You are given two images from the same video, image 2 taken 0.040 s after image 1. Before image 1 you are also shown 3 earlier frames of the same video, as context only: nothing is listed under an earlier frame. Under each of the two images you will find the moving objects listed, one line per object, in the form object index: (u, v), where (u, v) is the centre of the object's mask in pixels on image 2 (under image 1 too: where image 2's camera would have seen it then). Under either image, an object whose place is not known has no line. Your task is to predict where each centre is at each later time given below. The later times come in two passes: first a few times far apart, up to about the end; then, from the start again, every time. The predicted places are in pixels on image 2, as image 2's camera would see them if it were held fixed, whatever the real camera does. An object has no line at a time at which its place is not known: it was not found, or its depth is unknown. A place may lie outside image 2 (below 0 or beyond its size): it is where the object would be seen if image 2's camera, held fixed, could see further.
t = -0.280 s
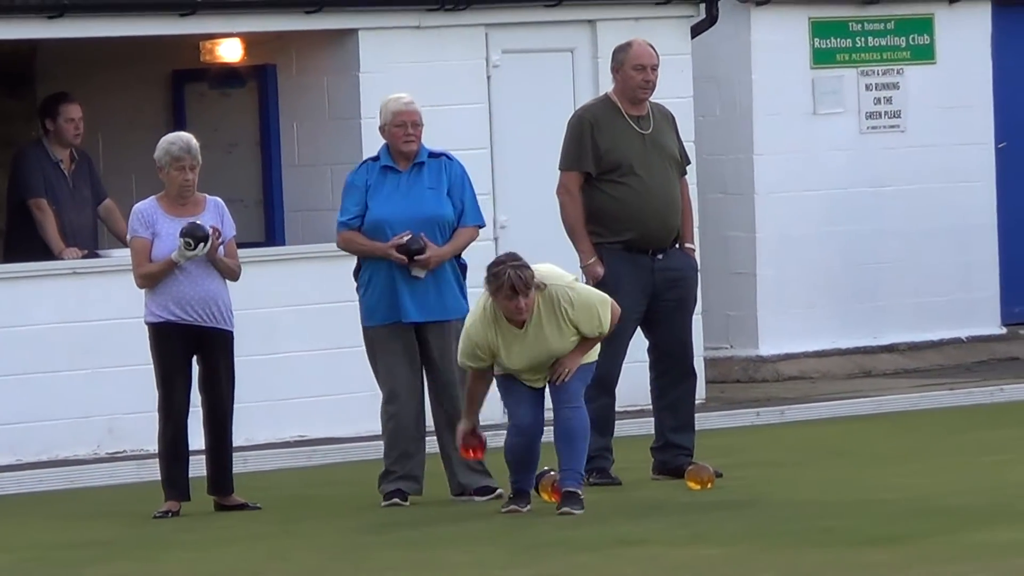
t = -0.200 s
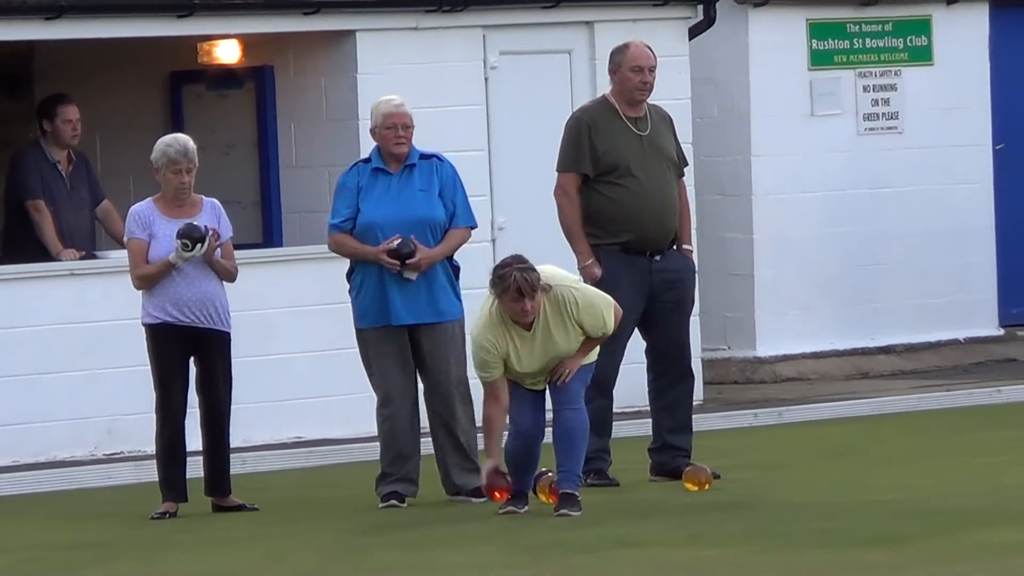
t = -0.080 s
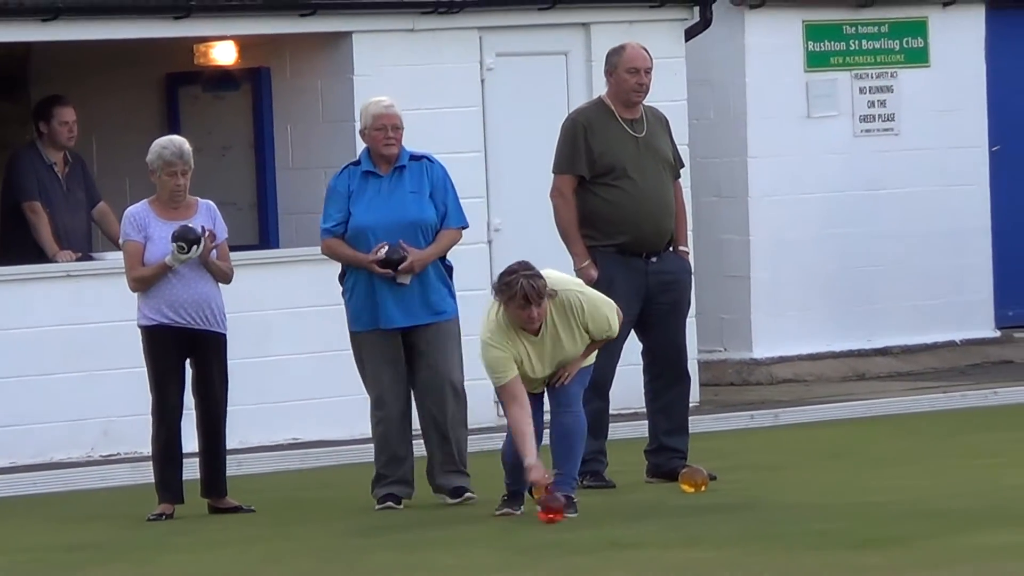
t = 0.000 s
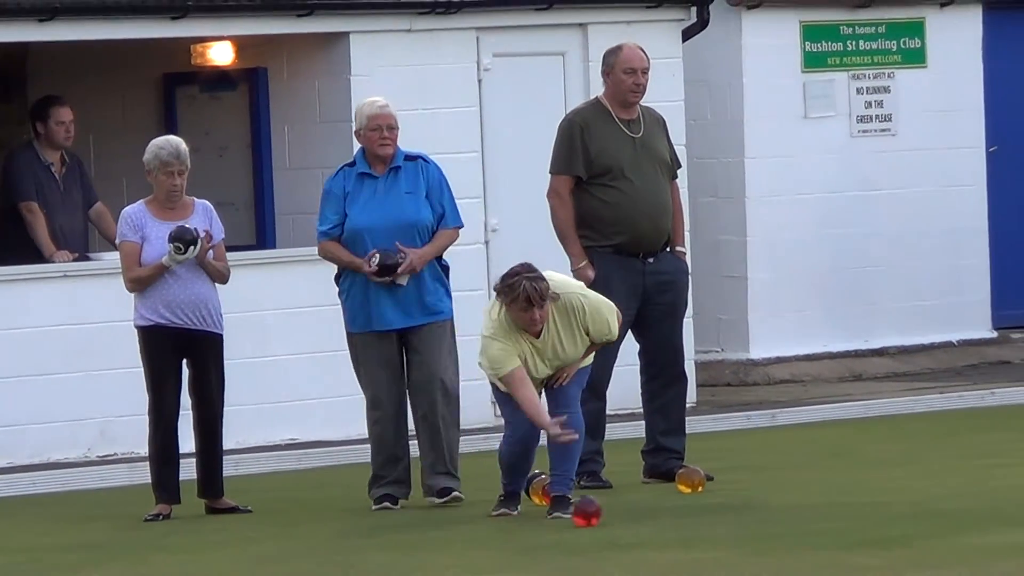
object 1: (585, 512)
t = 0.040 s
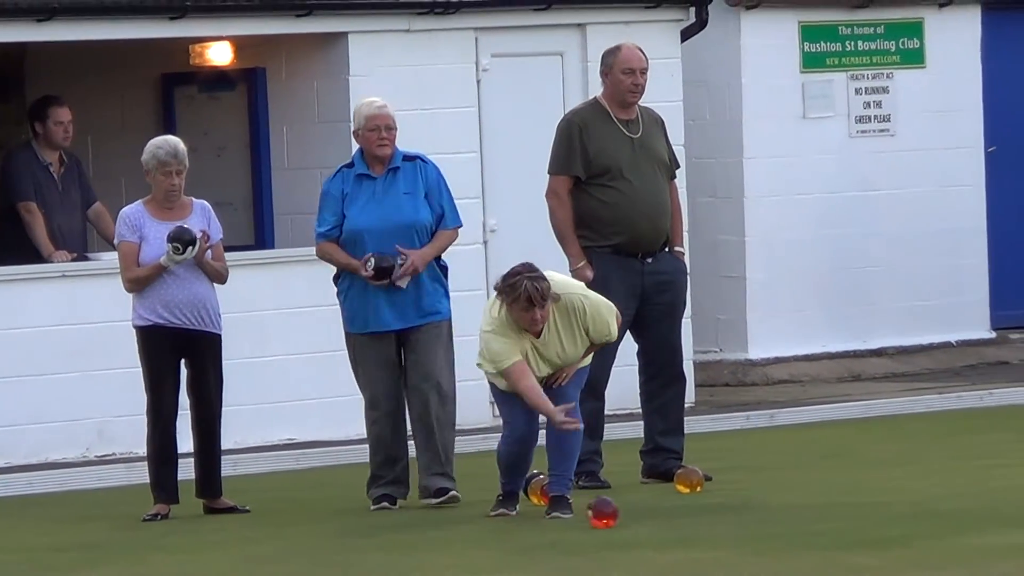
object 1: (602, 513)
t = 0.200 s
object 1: (673, 518)
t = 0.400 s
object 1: (762, 525)
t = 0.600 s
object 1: (854, 534)
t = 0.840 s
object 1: (969, 543)
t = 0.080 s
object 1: (621, 515)
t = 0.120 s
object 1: (638, 516)
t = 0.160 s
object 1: (656, 517)
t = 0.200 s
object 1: (673, 518)
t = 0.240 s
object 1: (691, 520)
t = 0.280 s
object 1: (708, 521)
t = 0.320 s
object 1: (726, 522)
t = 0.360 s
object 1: (744, 524)
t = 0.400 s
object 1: (762, 525)
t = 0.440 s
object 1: (780, 527)
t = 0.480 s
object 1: (798, 529)
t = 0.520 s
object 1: (816, 530)
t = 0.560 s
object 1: (835, 532)
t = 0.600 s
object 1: (854, 534)
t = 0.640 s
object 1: (872, 536)
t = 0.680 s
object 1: (892, 537)
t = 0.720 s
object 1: (911, 539)
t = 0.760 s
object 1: (930, 540)
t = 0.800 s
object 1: (950, 542)
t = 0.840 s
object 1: (969, 543)
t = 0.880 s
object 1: (989, 545)
